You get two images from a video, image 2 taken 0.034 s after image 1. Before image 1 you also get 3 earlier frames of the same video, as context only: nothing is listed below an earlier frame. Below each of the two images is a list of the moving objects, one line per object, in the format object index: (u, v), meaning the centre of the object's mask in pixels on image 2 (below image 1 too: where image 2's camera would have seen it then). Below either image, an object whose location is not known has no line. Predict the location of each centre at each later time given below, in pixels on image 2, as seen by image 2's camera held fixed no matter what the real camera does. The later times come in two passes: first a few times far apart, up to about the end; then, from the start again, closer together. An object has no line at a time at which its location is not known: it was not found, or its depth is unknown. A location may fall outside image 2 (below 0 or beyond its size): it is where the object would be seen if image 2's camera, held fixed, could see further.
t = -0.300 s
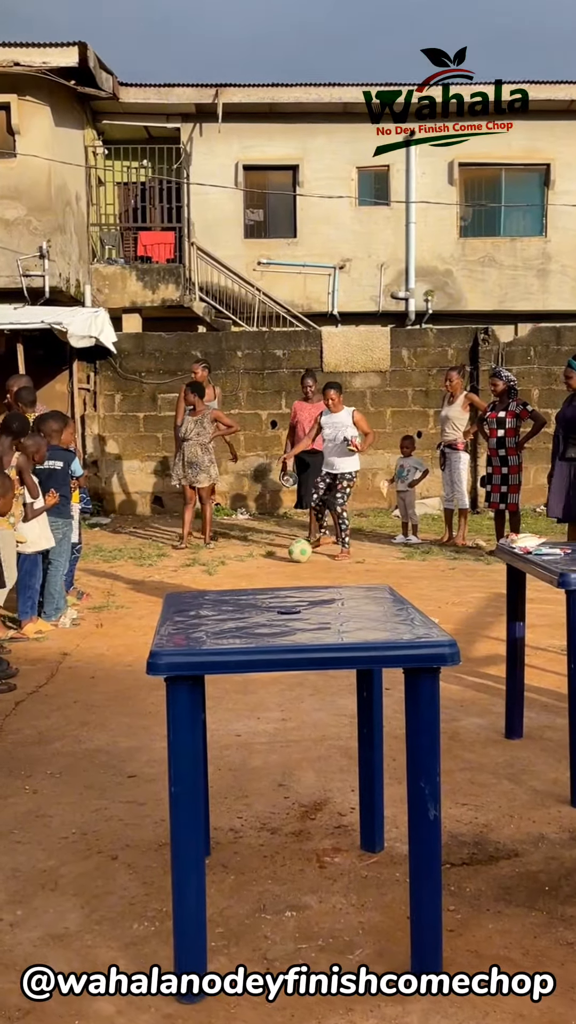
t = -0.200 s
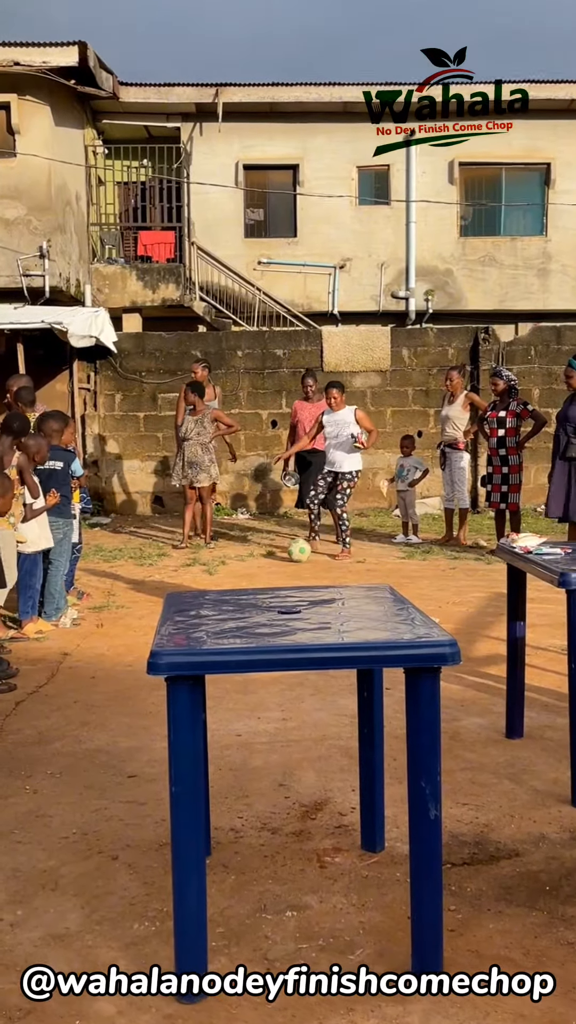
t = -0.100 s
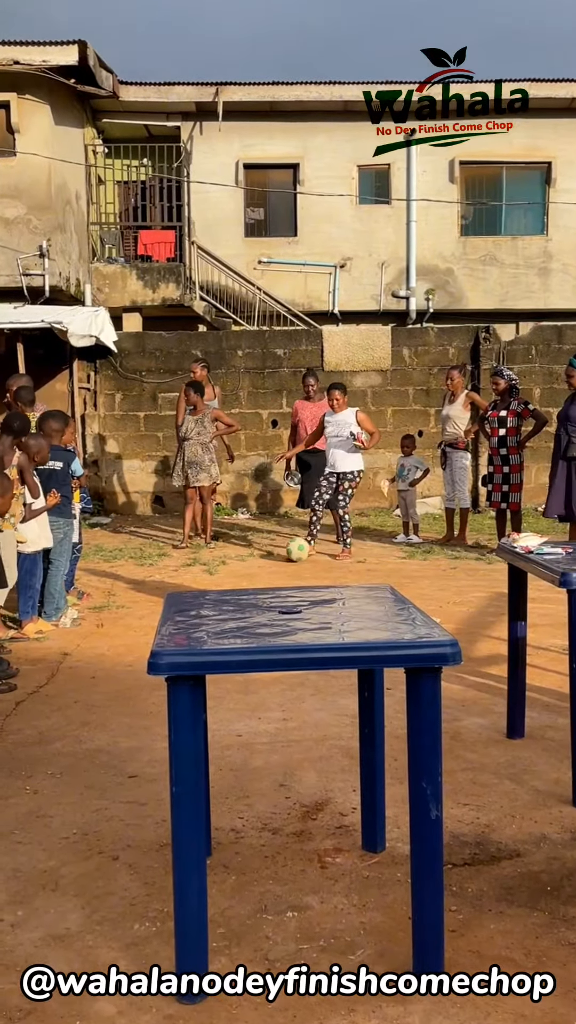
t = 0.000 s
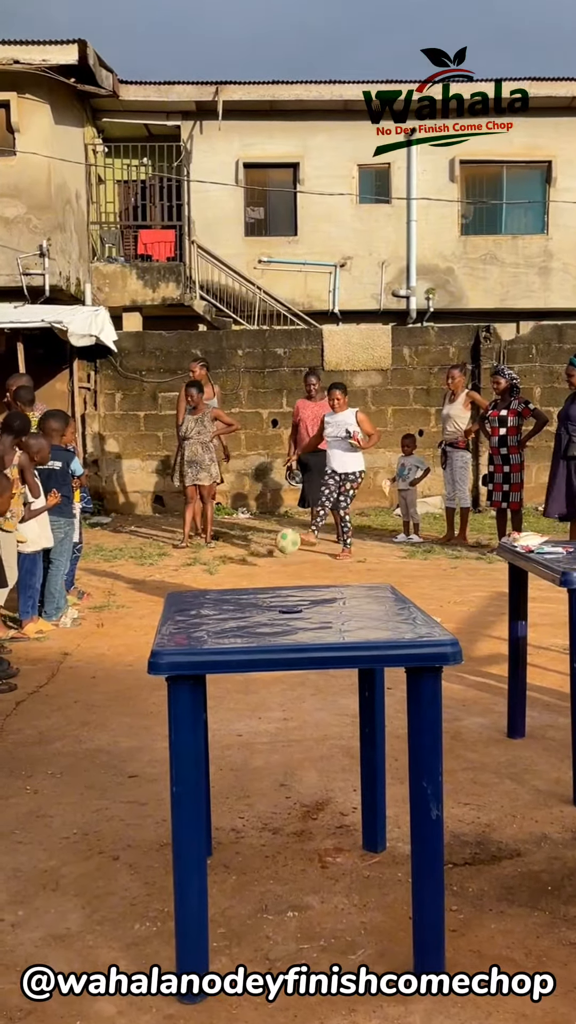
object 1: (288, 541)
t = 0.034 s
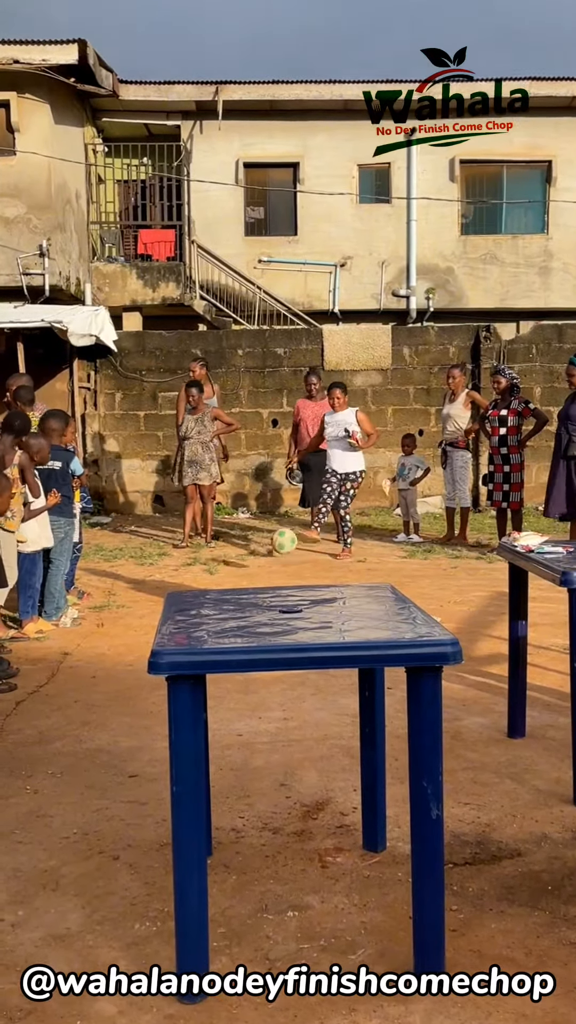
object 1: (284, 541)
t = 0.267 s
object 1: (254, 583)
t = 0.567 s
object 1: (228, 580)
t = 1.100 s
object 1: (155, 685)
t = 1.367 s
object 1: (119, 735)
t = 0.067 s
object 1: (280, 542)
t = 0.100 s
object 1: (277, 546)
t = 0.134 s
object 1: (273, 551)
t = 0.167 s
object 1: (268, 557)
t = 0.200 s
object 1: (264, 566)
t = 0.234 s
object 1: (259, 576)
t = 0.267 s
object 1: (254, 583)
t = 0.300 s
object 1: (251, 583)
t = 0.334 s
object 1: (248, 580)
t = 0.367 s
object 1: (246, 578)
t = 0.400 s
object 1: (243, 575)
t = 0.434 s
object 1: (240, 573)
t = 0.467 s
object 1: (238, 574)
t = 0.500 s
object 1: (235, 575)
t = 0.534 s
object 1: (231, 578)
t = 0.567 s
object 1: (228, 580)
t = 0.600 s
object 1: (225, 584)
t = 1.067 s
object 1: (158, 688)
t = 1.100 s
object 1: (155, 685)
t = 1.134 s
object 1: (150, 681)
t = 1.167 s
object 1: (147, 679)
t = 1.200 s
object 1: (143, 680)
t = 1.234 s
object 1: (141, 685)
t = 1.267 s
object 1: (137, 691)
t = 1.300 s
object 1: (131, 701)
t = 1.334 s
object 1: (126, 717)
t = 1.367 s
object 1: (119, 735)
